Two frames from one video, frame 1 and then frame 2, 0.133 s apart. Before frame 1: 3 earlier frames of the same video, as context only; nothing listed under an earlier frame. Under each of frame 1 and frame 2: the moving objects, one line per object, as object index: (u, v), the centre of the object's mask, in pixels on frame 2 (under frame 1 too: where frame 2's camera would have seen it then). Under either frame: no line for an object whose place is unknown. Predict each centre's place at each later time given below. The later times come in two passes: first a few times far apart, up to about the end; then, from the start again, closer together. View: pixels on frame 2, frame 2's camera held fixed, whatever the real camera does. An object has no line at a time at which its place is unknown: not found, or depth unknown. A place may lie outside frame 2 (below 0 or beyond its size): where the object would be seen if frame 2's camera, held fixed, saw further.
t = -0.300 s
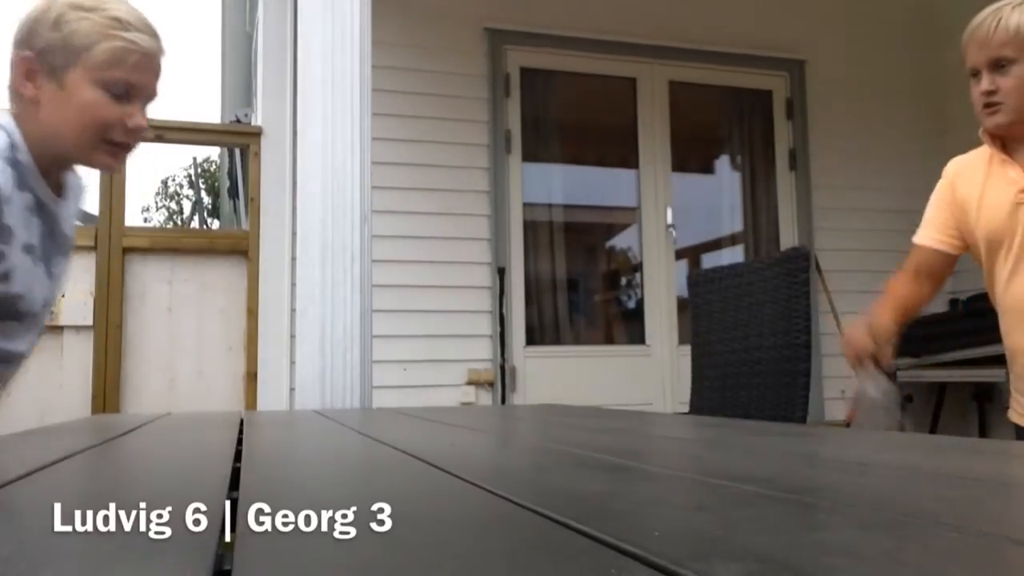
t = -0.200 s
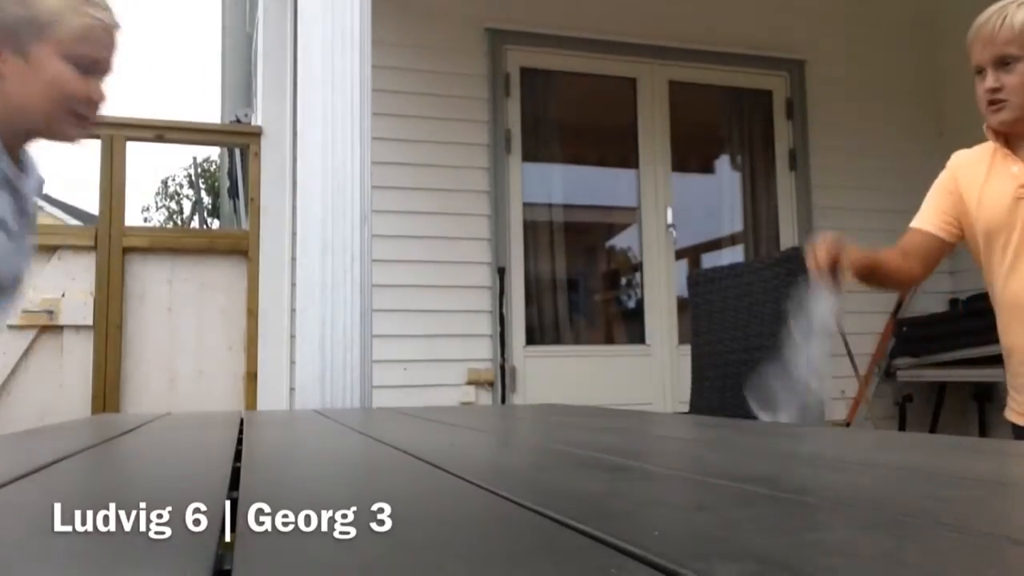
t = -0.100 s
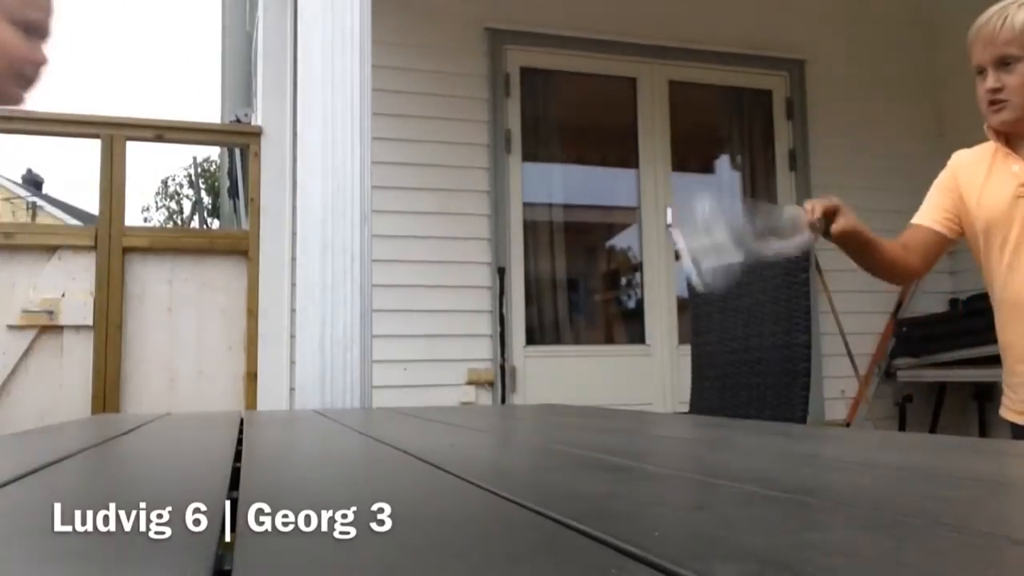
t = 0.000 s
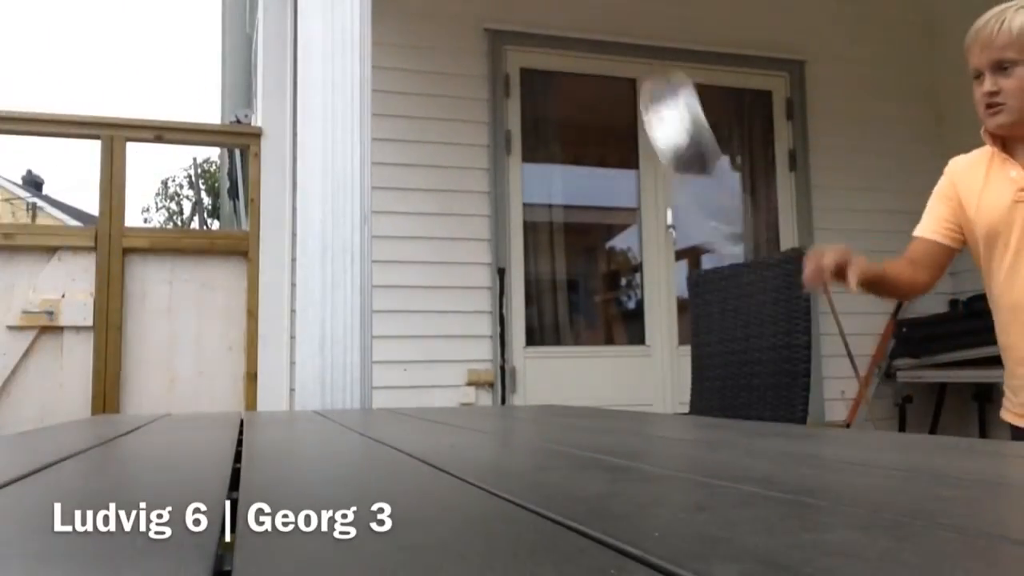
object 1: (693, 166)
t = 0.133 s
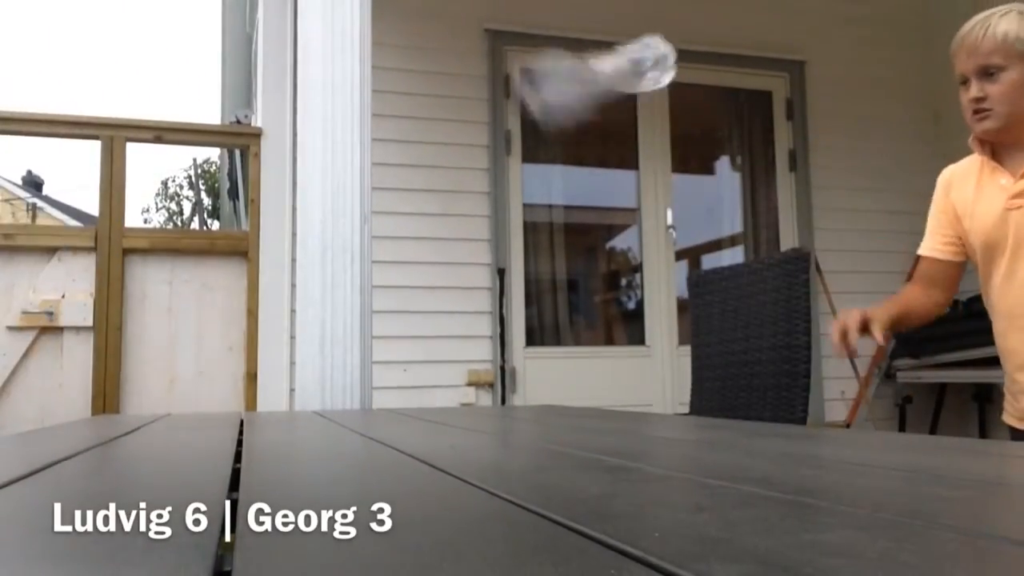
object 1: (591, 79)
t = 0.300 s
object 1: (571, 115)
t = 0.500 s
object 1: (545, 330)
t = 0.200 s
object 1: (578, 63)
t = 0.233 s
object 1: (577, 73)
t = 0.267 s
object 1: (574, 91)
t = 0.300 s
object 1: (571, 115)
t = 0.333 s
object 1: (568, 148)
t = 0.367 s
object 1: (562, 189)
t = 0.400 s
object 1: (557, 237)
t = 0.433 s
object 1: (551, 276)
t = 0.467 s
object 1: (544, 328)
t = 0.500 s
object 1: (545, 330)
